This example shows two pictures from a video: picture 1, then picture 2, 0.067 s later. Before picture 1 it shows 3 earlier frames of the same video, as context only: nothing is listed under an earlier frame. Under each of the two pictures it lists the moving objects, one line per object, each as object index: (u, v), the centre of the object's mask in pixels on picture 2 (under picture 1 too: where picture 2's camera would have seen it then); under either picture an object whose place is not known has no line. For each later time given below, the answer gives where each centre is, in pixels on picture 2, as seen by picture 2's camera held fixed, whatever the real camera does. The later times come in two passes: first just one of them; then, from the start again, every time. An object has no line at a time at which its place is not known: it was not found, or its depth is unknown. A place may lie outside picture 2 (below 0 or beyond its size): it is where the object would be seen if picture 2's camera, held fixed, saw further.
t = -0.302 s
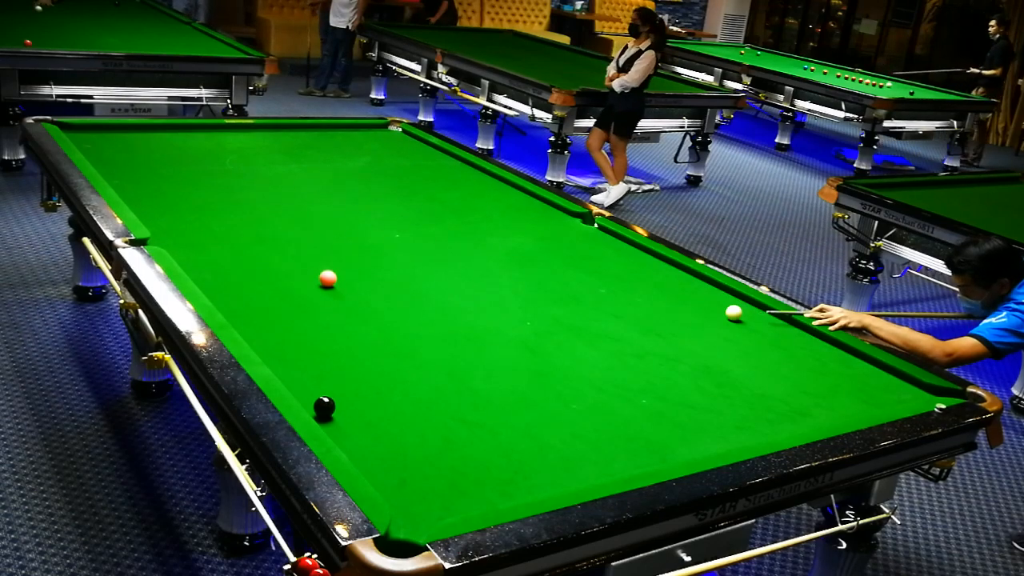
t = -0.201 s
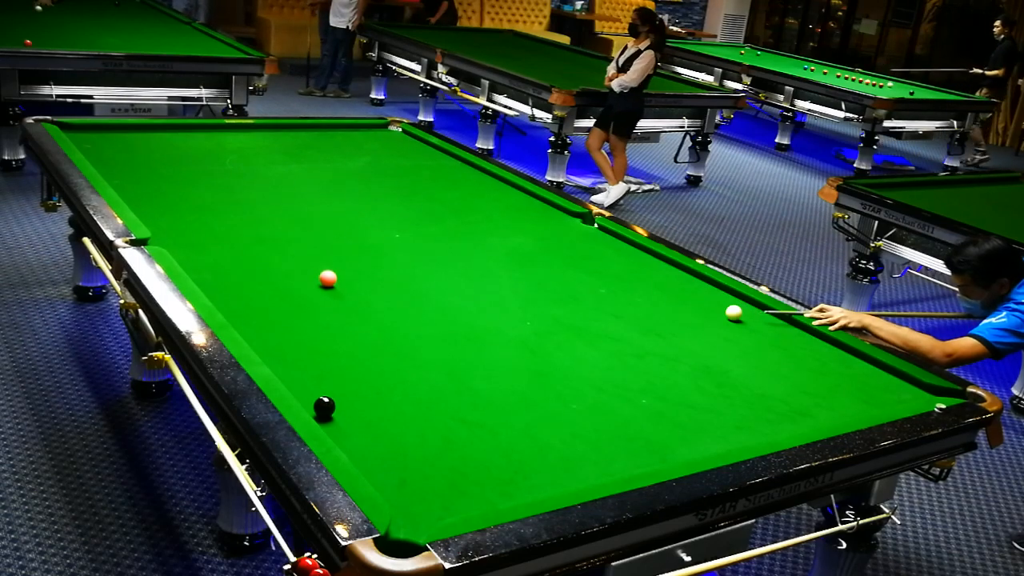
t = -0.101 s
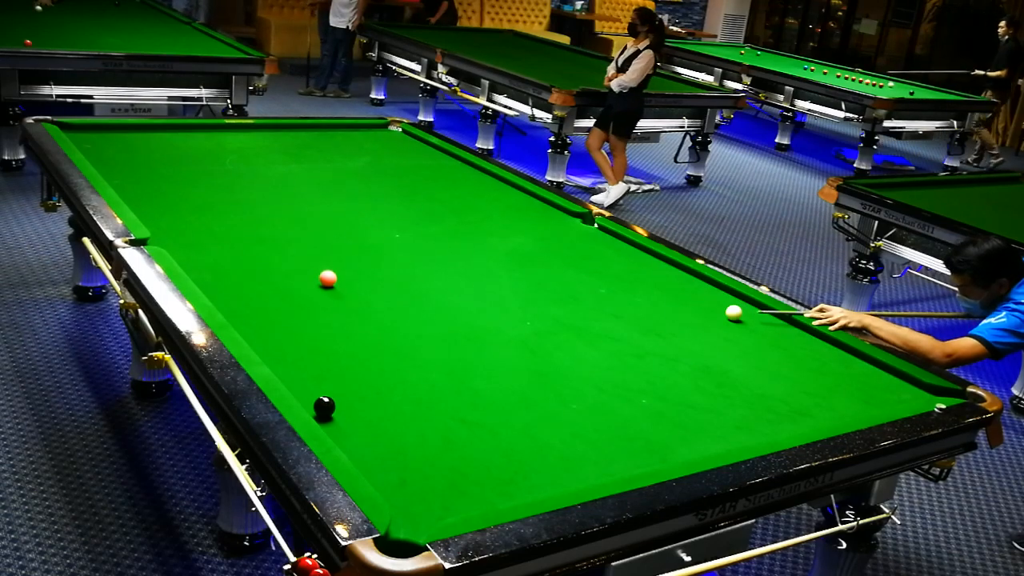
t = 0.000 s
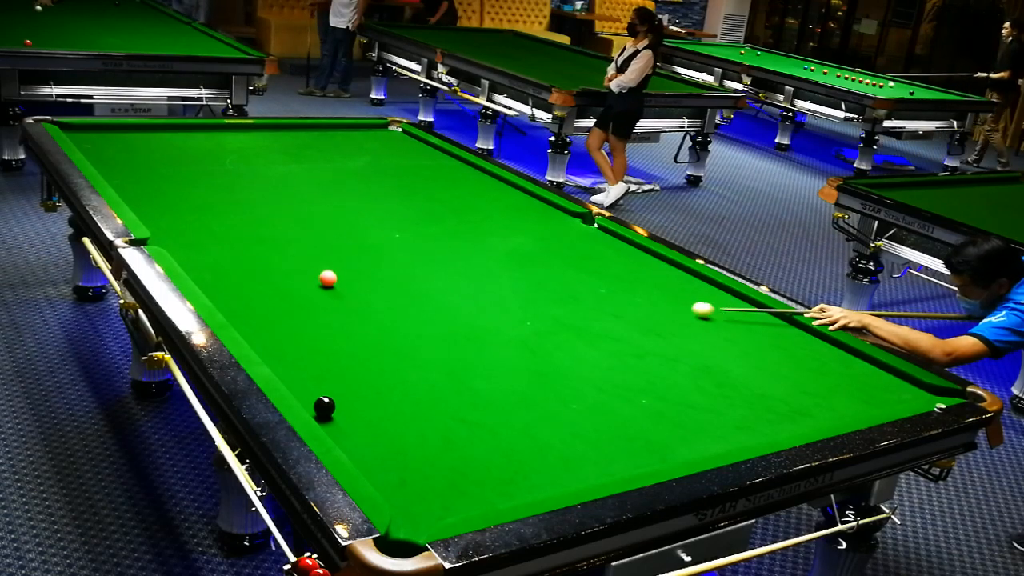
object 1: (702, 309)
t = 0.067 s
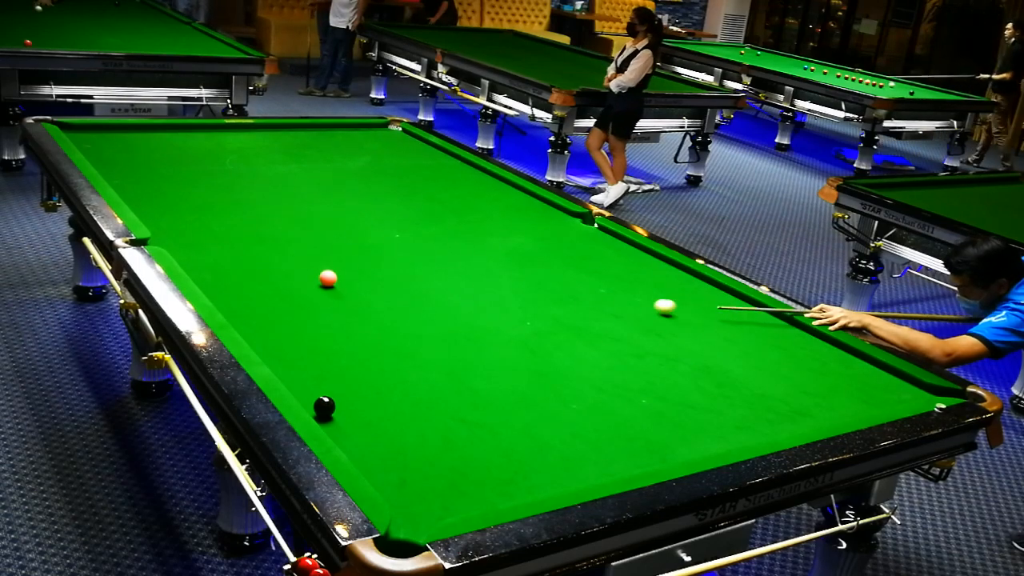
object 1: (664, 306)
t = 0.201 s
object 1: (593, 301)
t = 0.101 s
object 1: (646, 305)
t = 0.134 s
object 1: (629, 303)
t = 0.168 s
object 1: (611, 302)
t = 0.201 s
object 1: (593, 301)
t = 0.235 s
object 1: (575, 299)
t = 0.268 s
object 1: (557, 298)
